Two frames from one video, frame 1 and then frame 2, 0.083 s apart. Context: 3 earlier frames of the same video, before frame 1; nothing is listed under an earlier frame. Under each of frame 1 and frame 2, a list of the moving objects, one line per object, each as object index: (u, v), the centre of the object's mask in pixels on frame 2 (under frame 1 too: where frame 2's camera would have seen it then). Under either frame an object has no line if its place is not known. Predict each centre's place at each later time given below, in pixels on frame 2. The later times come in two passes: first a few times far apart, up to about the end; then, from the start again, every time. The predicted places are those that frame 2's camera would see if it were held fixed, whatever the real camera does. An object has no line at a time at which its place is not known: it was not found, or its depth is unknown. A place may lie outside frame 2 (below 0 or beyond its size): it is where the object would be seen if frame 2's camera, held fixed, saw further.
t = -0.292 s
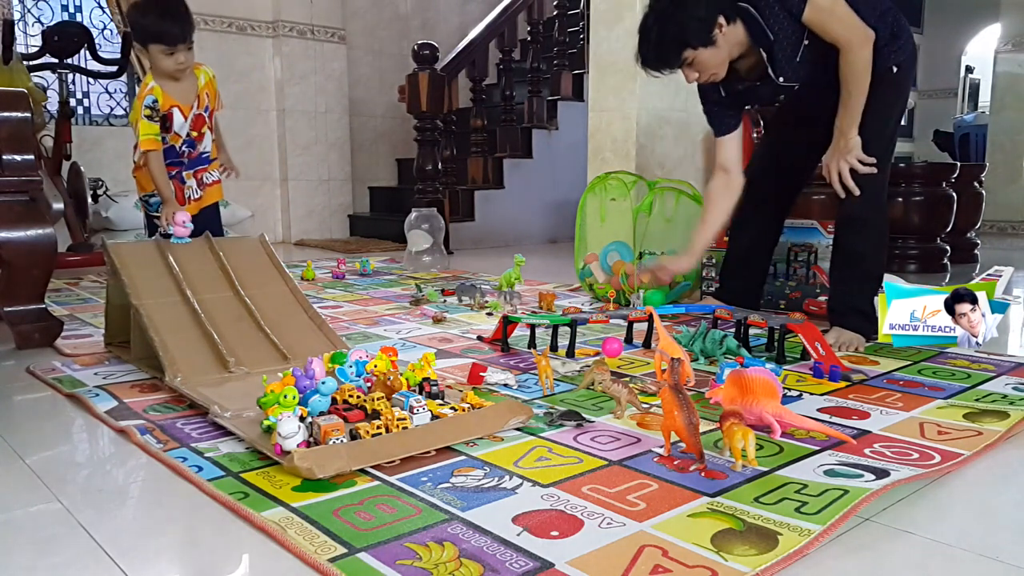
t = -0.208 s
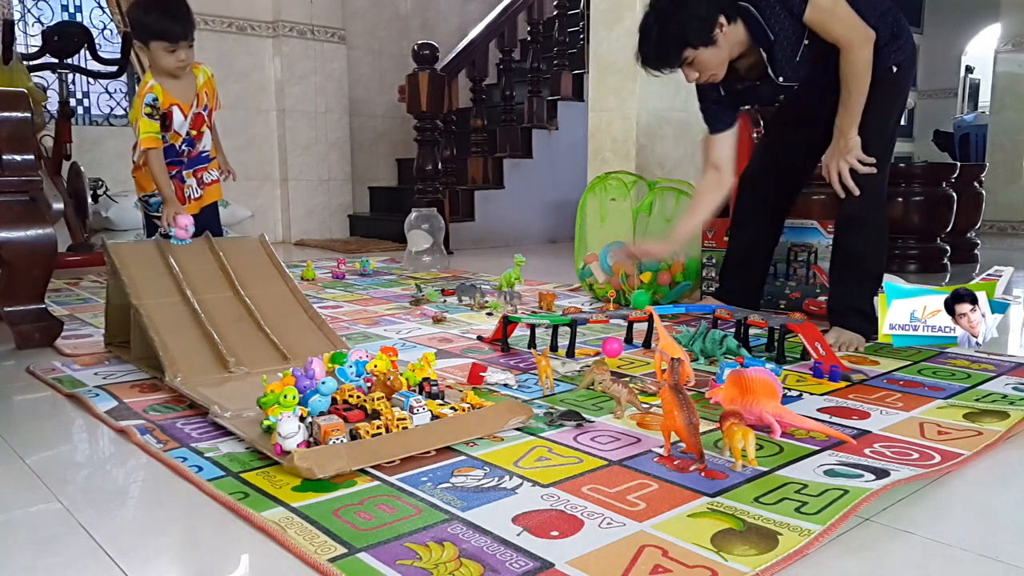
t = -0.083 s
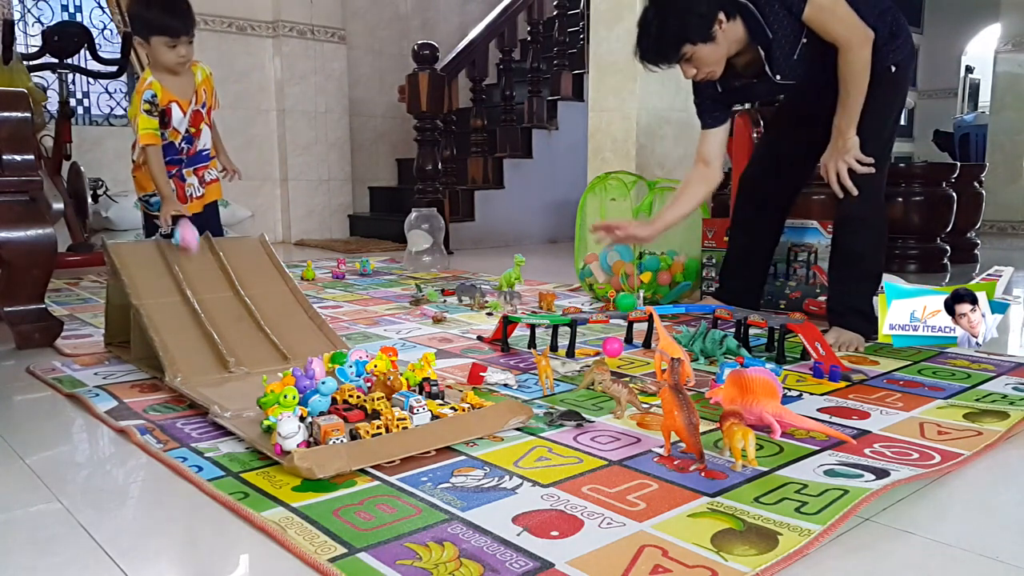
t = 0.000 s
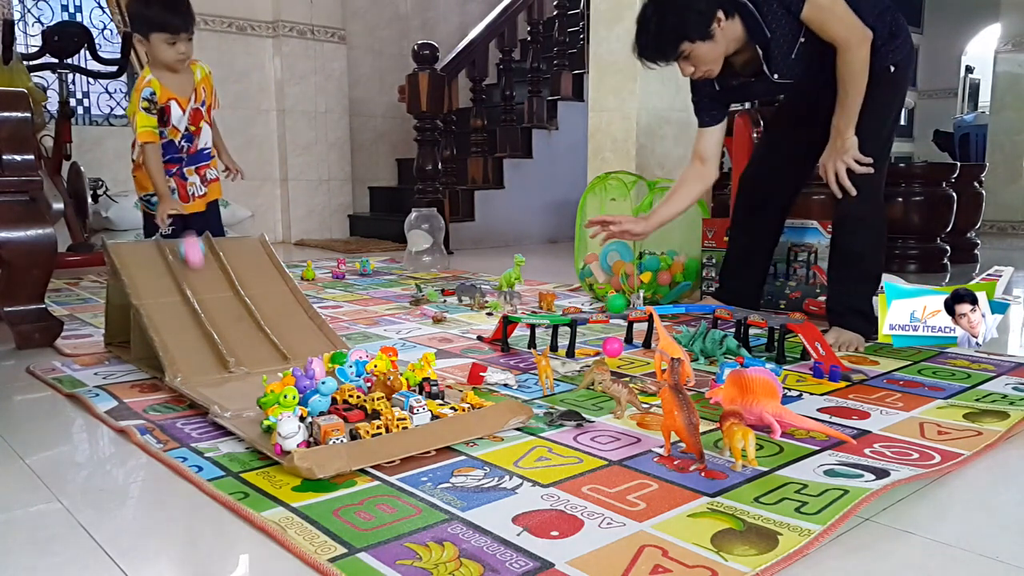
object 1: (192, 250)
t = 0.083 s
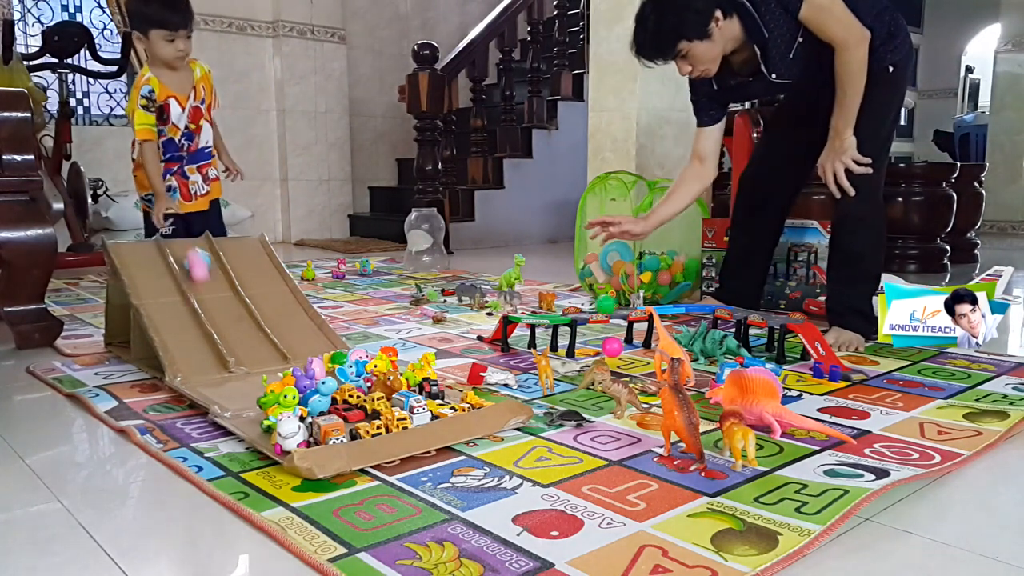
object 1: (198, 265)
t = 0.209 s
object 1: (210, 290)
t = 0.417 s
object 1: (238, 337)
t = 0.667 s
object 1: (267, 364)
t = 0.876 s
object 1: (267, 364)
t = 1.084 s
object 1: (267, 365)
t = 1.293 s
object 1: (267, 365)
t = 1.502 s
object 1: (267, 365)
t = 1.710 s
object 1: (266, 365)
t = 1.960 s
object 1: (266, 365)
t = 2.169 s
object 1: (266, 365)
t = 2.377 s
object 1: (266, 365)
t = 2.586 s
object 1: (266, 365)
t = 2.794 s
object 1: (266, 365)
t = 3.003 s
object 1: (266, 365)
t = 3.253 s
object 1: (266, 365)
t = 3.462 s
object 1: (267, 365)
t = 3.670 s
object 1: (266, 365)
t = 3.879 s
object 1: (267, 365)
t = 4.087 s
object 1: (267, 365)
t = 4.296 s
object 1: (267, 365)
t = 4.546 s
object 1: (267, 365)
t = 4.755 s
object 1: (267, 365)
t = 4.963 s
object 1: (267, 365)
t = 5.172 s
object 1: (267, 365)
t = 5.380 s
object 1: (267, 365)
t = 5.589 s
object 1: (267, 365)
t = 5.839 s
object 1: (267, 365)
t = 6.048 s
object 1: (267, 365)
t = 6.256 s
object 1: (267, 365)
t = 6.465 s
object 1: (267, 365)
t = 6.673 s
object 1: (267, 365)
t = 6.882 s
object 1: (267, 365)
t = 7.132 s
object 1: (267, 365)
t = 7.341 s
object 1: (267, 365)
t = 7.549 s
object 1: (267, 365)
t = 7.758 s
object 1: (267, 365)
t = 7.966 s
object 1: (267, 365)
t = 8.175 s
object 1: (267, 365)
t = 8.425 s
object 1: (267, 365)
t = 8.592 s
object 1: (267, 365)
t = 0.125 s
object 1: (201, 271)
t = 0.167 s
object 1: (205, 281)
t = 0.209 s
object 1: (210, 290)
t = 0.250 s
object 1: (215, 300)
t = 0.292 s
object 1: (220, 308)
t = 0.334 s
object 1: (225, 318)
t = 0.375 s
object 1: (232, 329)
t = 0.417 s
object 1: (238, 337)
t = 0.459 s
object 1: (245, 347)
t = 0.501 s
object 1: (251, 356)
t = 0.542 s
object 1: (256, 361)
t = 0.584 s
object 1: (260, 363)
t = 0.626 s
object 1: (264, 364)
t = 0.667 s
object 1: (267, 364)
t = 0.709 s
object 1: (268, 364)
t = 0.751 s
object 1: (268, 364)
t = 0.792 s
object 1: (267, 364)
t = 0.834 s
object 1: (267, 364)
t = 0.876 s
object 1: (267, 364)
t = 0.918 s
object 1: (267, 365)
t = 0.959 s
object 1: (268, 365)
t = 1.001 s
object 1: (267, 365)
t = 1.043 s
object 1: (267, 365)
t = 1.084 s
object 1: (267, 365)
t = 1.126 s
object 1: (267, 365)
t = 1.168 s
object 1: (267, 365)
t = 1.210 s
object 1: (267, 365)
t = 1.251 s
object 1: (267, 365)
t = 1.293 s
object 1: (267, 365)
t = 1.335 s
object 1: (267, 365)
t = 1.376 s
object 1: (267, 365)
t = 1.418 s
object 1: (267, 365)
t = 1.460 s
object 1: (267, 365)
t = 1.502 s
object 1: (267, 365)
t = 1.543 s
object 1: (267, 365)
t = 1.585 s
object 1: (267, 365)
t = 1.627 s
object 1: (267, 365)
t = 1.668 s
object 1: (267, 365)
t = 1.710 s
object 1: (266, 365)
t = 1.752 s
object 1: (267, 365)
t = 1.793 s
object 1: (266, 365)
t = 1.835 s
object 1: (267, 365)
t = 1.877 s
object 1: (266, 365)
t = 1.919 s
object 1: (266, 365)
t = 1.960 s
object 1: (266, 365)
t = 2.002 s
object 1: (266, 365)
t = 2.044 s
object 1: (266, 365)
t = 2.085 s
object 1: (266, 365)
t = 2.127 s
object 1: (266, 365)
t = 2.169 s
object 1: (266, 365)
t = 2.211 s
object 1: (266, 365)
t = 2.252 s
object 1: (267, 365)
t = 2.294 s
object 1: (266, 365)
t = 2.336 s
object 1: (266, 365)
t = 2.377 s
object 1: (266, 365)
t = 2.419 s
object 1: (266, 365)
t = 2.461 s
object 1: (266, 365)
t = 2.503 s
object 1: (266, 365)
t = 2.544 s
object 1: (266, 365)
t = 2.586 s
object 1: (266, 365)
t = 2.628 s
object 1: (266, 365)
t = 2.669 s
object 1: (266, 365)
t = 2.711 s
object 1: (266, 365)
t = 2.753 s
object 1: (266, 365)
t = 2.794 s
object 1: (266, 365)
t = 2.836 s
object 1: (266, 365)
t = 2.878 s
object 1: (266, 365)
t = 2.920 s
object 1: (266, 365)
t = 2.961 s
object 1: (267, 365)
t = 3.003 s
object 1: (266, 365)
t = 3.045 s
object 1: (266, 365)
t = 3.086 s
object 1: (266, 365)
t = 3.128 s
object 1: (267, 365)
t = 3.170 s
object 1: (266, 365)
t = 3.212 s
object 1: (267, 365)
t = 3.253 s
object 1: (266, 365)
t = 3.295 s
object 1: (266, 365)
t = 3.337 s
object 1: (267, 365)
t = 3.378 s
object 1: (266, 365)
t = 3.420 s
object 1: (266, 365)
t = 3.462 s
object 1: (267, 365)
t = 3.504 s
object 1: (266, 365)
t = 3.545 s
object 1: (266, 365)
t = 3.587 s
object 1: (267, 365)
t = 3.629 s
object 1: (266, 365)
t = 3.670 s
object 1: (266, 365)
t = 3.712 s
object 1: (267, 365)
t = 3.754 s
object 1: (267, 365)
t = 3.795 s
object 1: (267, 365)
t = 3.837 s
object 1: (267, 365)
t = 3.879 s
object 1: (267, 365)
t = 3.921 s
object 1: (267, 365)
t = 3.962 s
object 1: (267, 365)
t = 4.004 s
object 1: (267, 365)
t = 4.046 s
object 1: (267, 365)
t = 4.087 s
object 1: (267, 365)
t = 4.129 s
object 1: (267, 365)
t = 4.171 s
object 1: (267, 365)
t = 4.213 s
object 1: (267, 365)
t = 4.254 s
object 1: (267, 365)
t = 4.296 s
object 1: (267, 365)
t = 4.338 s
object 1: (267, 365)
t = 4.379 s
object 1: (267, 365)
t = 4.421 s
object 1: (267, 365)
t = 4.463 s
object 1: (267, 365)
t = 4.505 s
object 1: (267, 365)
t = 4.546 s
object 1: (267, 365)
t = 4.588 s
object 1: (267, 365)
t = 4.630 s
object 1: (267, 365)
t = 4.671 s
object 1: (267, 365)
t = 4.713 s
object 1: (267, 365)
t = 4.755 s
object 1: (267, 365)
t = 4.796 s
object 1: (267, 365)
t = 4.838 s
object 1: (267, 365)
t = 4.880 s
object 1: (267, 365)
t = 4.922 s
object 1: (267, 365)
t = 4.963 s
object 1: (267, 365)
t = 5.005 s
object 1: (267, 365)
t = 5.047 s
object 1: (267, 365)
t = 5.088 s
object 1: (267, 365)
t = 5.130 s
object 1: (267, 365)
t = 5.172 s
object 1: (267, 365)
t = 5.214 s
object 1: (267, 364)
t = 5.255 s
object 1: (267, 365)
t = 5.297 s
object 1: (267, 364)
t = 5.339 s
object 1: (267, 365)
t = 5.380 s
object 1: (267, 365)
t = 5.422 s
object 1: (267, 365)
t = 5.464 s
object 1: (267, 364)
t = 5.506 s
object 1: (267, 365)
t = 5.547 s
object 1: (267, 365)
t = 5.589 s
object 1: (267, 365)
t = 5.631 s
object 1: (267, 365)
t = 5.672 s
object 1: (267, 365)
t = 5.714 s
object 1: (267, 365)
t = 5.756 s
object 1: (267, 365)
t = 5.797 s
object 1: (267, 365)
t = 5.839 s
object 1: (267, 365)
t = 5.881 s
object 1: (267, 365)
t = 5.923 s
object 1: (267, 365)
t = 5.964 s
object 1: (267, 365)
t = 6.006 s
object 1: (267, 365)
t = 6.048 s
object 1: (267, 365)
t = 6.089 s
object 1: (267, 365)
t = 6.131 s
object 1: (267, 365)
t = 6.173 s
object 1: (267, 365)
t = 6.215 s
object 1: (267, 365)
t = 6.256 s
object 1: (267, 365)
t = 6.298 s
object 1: (267, 365)
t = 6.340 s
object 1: (267, 365)
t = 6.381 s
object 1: (267, 365)
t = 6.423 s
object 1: (267, 365)
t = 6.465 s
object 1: (267, 365)
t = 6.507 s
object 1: (267, 365)
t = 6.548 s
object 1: (267, 365)
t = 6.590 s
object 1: (267, 365)
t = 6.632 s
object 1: (267, 365)
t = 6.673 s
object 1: (267, 365)
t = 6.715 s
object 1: (267, 365)
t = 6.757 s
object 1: (267, 365)
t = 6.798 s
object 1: (267, 365)
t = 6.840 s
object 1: (267, 365)
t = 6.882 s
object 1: (267, 365)
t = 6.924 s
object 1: (267, 365)
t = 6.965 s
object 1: (267, 365)
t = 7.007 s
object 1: (267, 365)
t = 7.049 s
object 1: (267, 365)
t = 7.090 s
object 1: (267, 365)
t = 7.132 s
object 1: (267, 365)
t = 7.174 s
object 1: (267, 365)
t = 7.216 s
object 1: (267, 365)
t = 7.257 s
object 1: (267, 365)
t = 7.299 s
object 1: (267, 365)
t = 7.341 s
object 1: (267, 365)
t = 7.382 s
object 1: (267, 365)
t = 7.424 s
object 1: (267, 365)
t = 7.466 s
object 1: (267, 365)
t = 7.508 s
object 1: (267, 365)
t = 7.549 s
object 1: (267, 365)
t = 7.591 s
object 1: (267, 365)
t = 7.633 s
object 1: (267, 365)
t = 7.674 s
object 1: (267, 365)
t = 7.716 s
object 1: (267, 365)
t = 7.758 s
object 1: (267, 365)
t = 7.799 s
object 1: (267, 365)
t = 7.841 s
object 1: (267, 365)
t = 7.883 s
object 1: (267, 365)
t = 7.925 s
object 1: (267, 365)
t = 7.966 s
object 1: (267, 365)
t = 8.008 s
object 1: (267, 365)
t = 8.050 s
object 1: (267, 365)
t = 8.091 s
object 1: (267, 365)
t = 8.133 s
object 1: (267, 365)
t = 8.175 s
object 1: (267, 365)
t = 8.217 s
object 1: (267, 365)
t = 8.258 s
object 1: (267, 365)
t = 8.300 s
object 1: (267, 365)
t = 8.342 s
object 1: (267, 365)
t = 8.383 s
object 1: (267, 365)
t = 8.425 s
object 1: (267, 365)
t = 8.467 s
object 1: (267, 365)
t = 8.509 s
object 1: (267, 365)
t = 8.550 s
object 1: (267, 365)
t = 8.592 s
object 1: (267, 365)
